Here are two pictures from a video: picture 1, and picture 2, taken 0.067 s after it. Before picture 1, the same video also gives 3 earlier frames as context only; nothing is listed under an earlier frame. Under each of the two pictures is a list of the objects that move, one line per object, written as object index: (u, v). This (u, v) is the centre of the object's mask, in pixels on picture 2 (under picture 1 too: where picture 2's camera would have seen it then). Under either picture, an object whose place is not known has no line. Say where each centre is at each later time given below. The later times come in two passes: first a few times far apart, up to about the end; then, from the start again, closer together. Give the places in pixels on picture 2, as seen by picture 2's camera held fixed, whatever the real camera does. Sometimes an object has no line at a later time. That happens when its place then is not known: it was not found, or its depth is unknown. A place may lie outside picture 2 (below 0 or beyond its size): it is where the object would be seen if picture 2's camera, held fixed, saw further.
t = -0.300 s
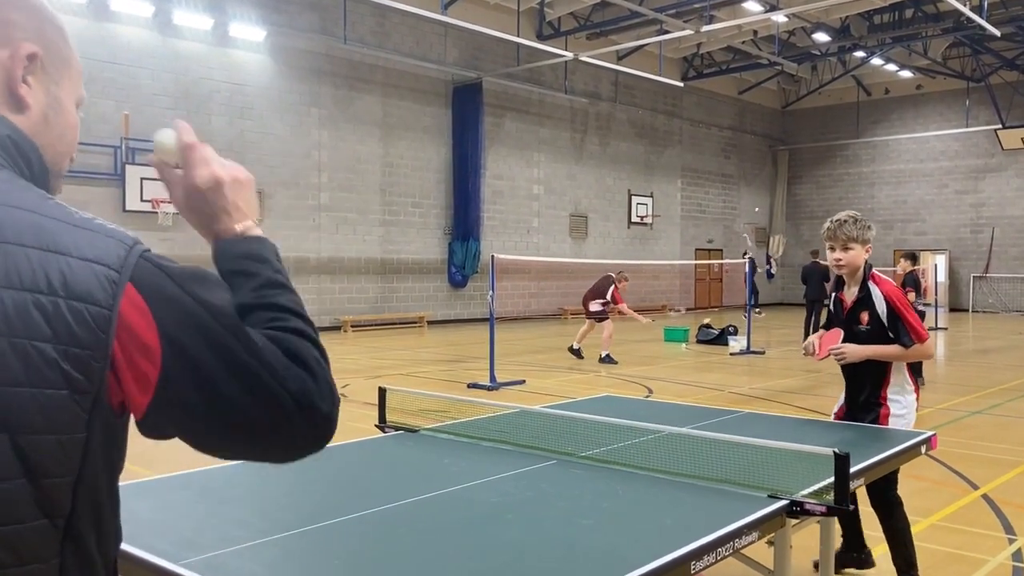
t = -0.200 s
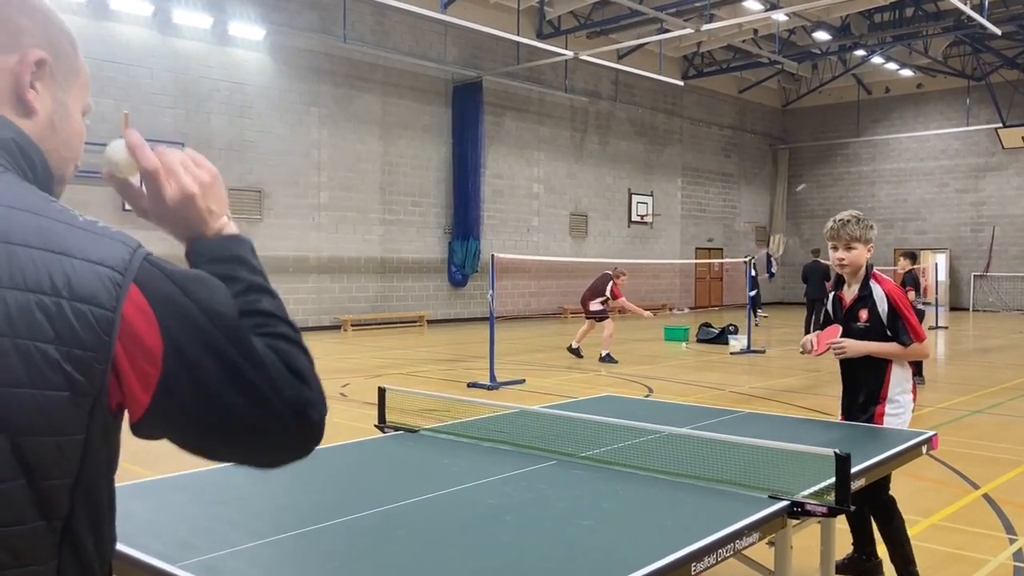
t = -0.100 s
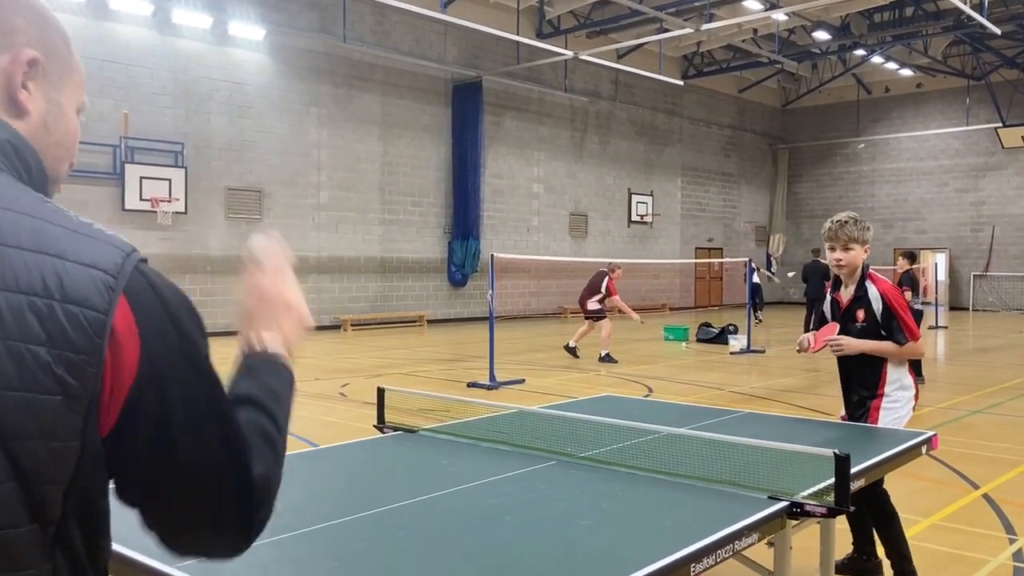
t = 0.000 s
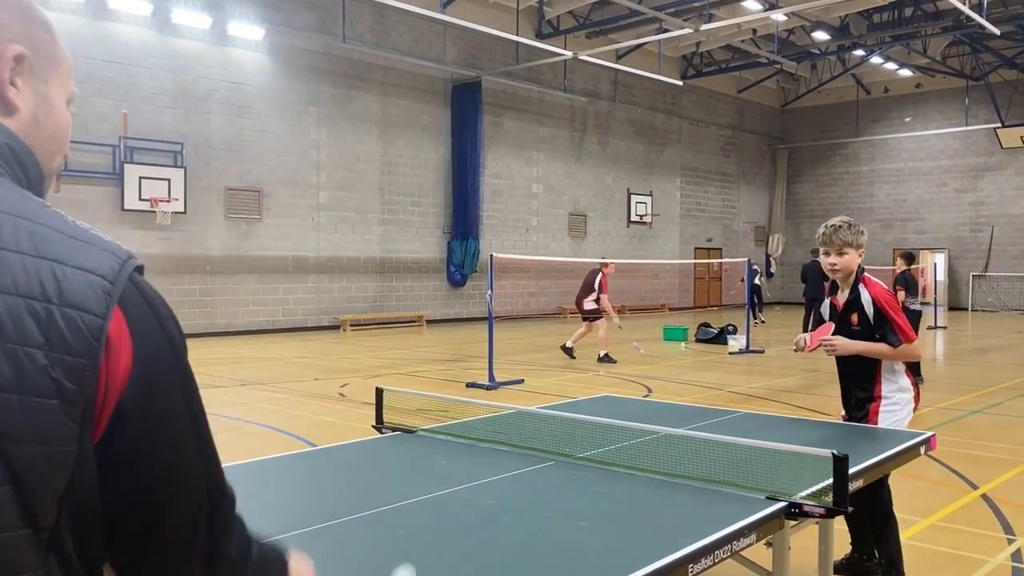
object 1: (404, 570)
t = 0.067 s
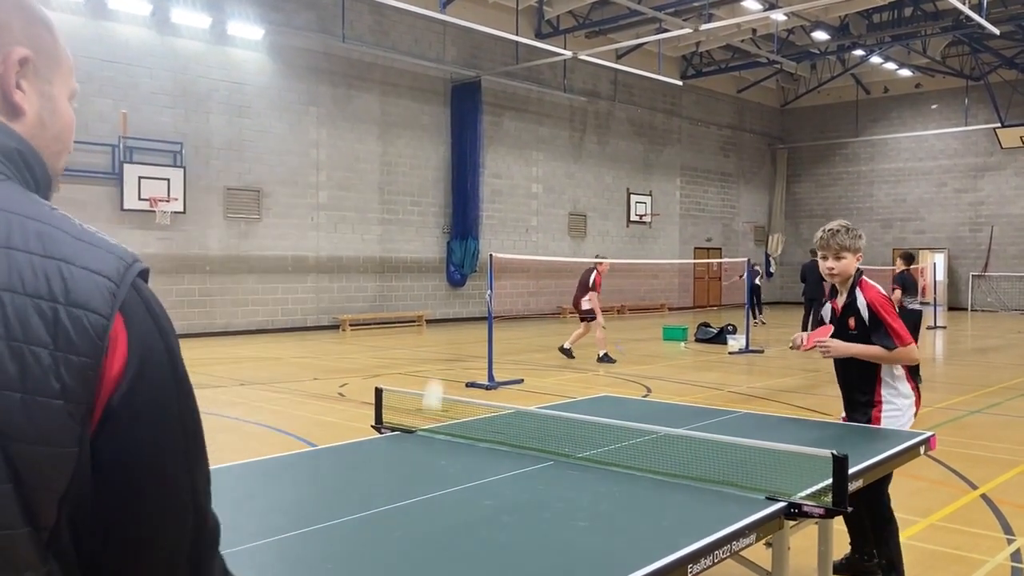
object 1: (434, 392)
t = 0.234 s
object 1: (494, 123)
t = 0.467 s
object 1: (557, 34)
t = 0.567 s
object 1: (576, 60)
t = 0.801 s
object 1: (607, 217)
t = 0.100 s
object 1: (447, 317)
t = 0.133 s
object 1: (460, 258)
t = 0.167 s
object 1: (472, 206)
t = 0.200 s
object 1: (484, 160)
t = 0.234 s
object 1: (494, 123)
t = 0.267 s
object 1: (505, 94)
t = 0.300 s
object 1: (515, 70)
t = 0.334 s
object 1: (524, 53)
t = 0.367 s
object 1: (533, 41)
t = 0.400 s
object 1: (542, 34)
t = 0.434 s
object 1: (549, 32)
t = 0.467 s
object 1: (557, 34)
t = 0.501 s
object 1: (563, 39)
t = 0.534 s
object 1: (570, 47)
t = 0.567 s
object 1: (576, 60)
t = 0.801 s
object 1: (607, 217)
